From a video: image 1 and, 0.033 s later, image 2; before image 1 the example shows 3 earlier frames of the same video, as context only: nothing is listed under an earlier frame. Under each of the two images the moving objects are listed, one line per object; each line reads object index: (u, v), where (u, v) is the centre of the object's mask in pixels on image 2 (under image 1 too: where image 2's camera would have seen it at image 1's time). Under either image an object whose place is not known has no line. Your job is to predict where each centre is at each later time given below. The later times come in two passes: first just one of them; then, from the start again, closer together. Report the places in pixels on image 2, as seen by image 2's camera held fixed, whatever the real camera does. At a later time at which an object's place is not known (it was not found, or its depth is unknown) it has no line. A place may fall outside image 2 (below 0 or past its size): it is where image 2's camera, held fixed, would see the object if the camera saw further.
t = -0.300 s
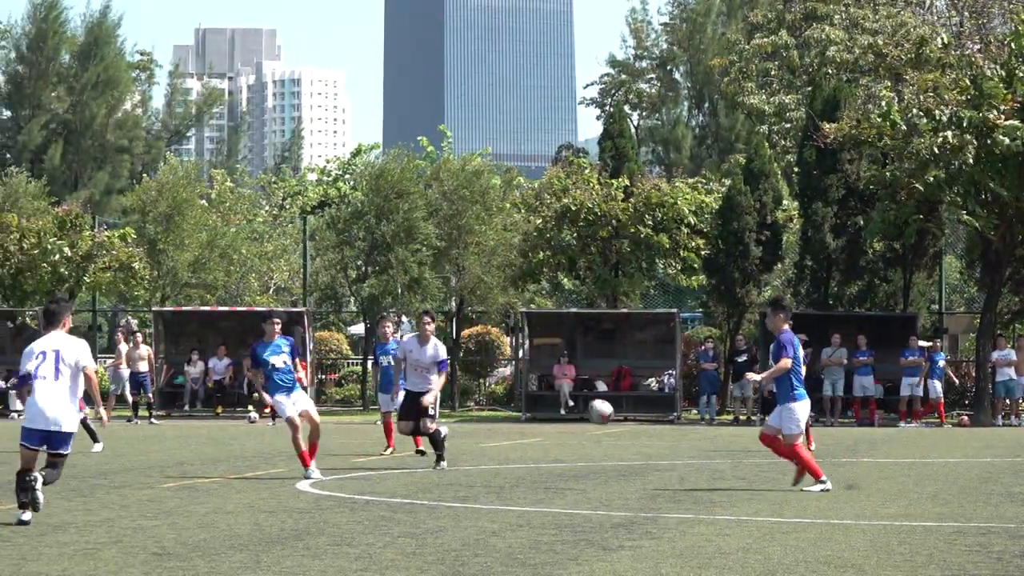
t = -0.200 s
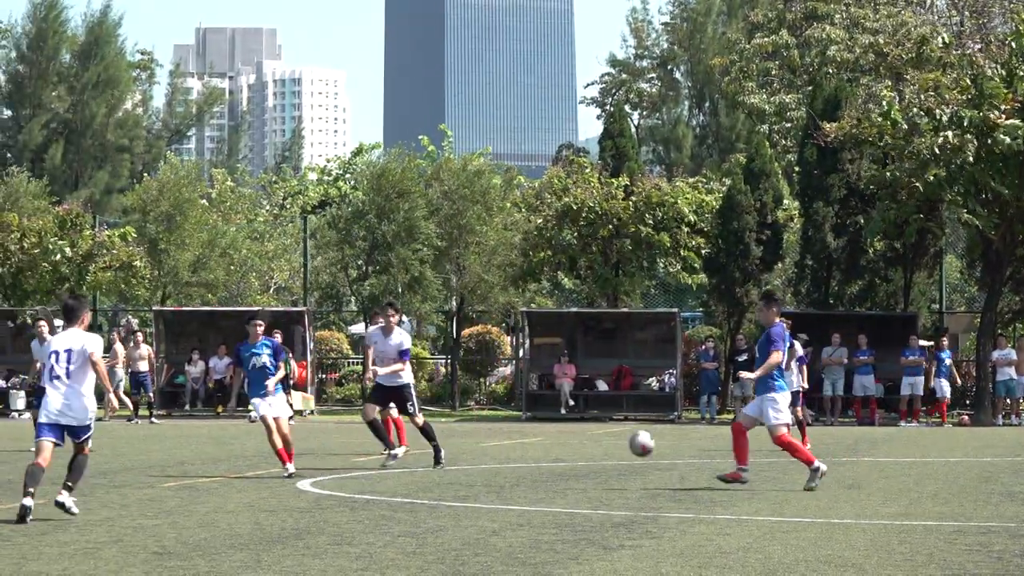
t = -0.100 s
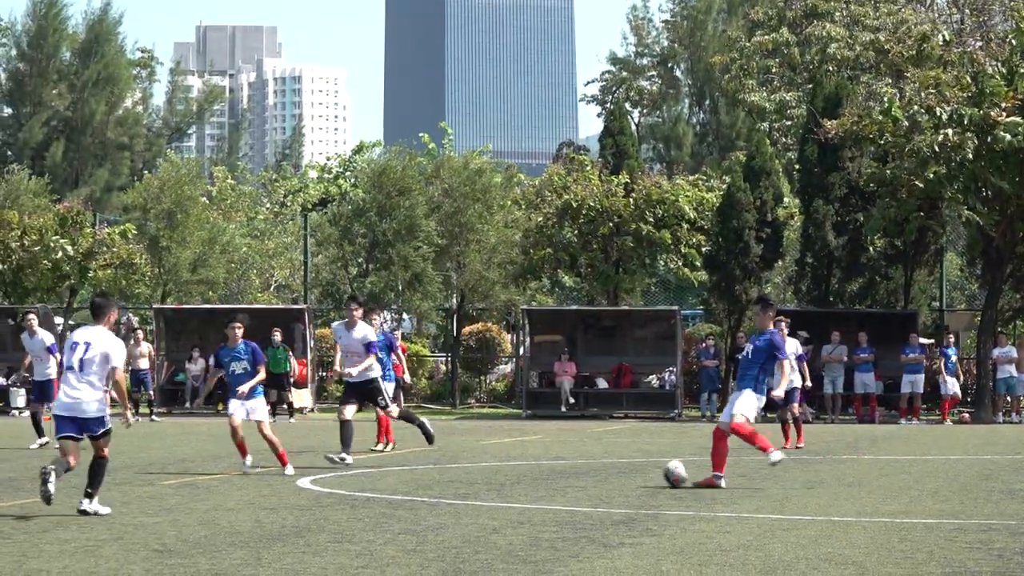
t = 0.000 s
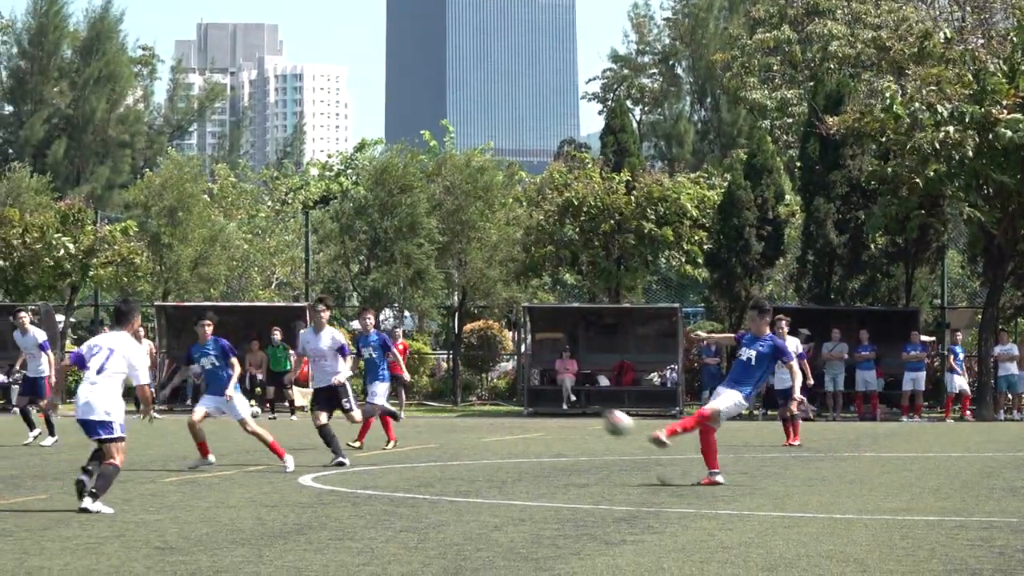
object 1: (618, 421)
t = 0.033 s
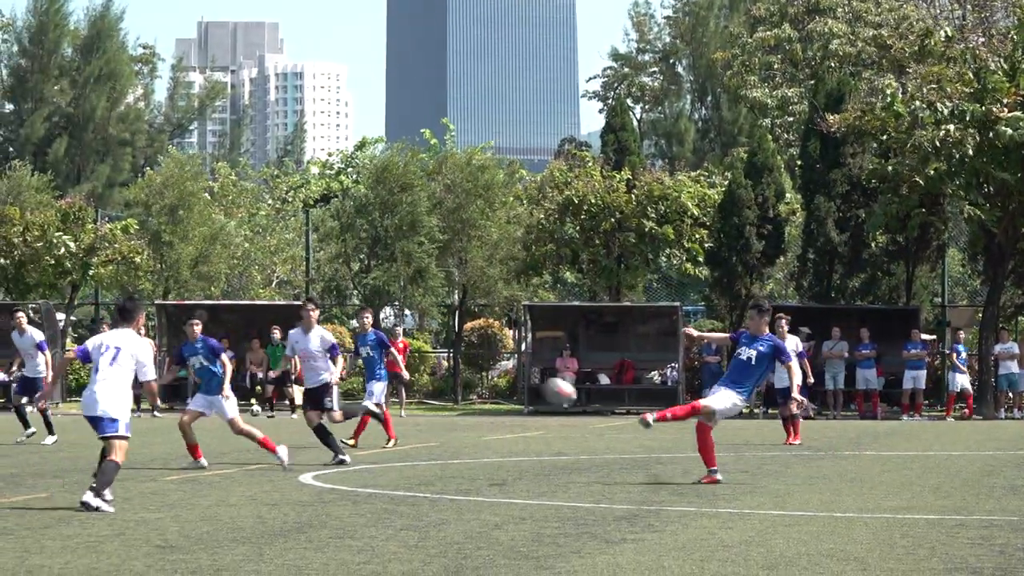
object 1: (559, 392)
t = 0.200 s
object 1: (272, 263)
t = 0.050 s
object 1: (530, 377)
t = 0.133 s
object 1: (385, 308)
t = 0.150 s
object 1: (357, 298)
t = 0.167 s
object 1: (329, 284)
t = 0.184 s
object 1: (300, 273)
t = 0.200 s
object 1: (272, 263)
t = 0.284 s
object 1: (130, 210)
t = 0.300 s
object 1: (102, 202)
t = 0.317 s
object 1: (74, 193)
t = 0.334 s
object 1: (45, 185)
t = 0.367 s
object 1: (-11, 168)
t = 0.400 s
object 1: (-71, 155)
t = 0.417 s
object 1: (-101, 147)
